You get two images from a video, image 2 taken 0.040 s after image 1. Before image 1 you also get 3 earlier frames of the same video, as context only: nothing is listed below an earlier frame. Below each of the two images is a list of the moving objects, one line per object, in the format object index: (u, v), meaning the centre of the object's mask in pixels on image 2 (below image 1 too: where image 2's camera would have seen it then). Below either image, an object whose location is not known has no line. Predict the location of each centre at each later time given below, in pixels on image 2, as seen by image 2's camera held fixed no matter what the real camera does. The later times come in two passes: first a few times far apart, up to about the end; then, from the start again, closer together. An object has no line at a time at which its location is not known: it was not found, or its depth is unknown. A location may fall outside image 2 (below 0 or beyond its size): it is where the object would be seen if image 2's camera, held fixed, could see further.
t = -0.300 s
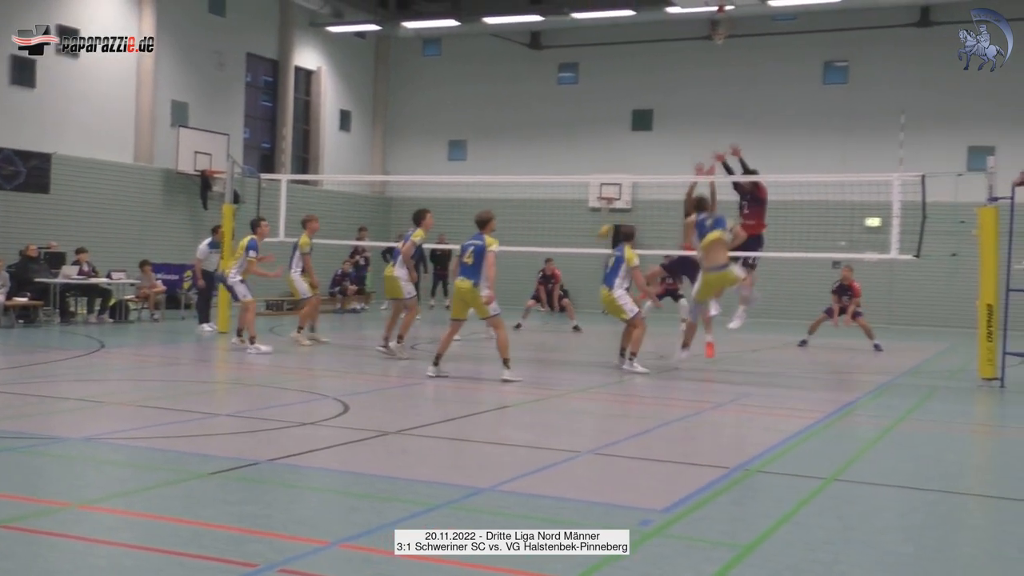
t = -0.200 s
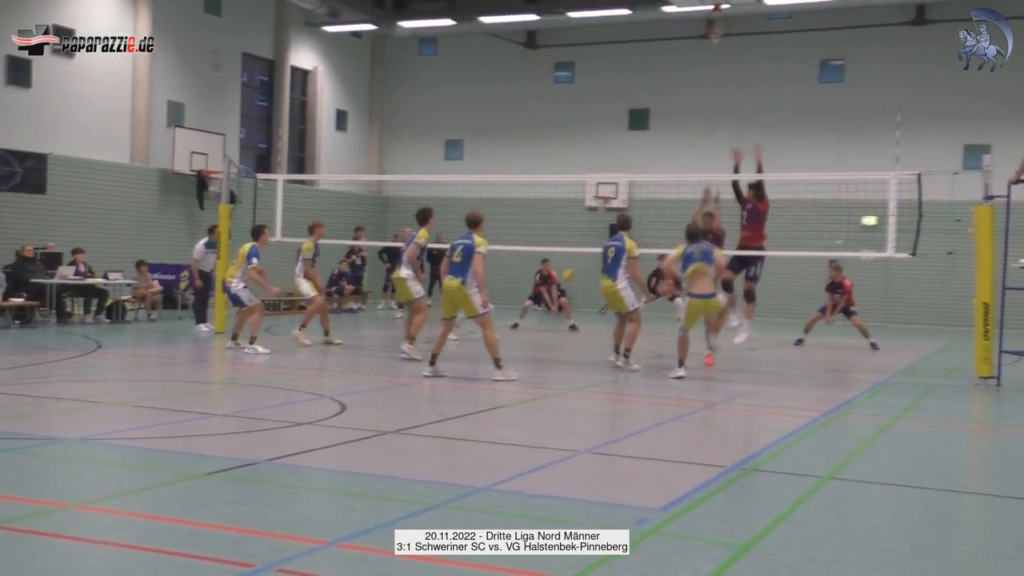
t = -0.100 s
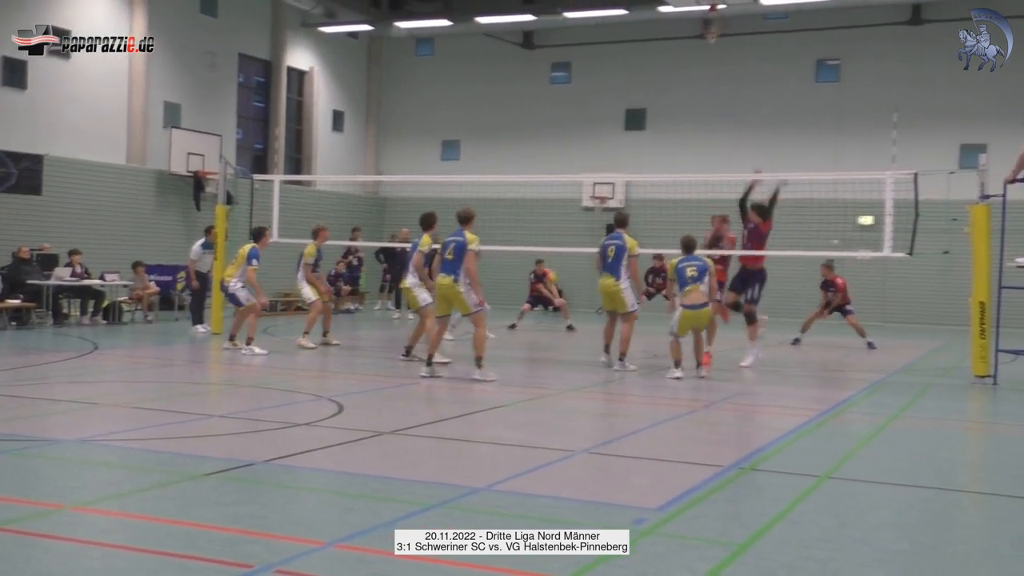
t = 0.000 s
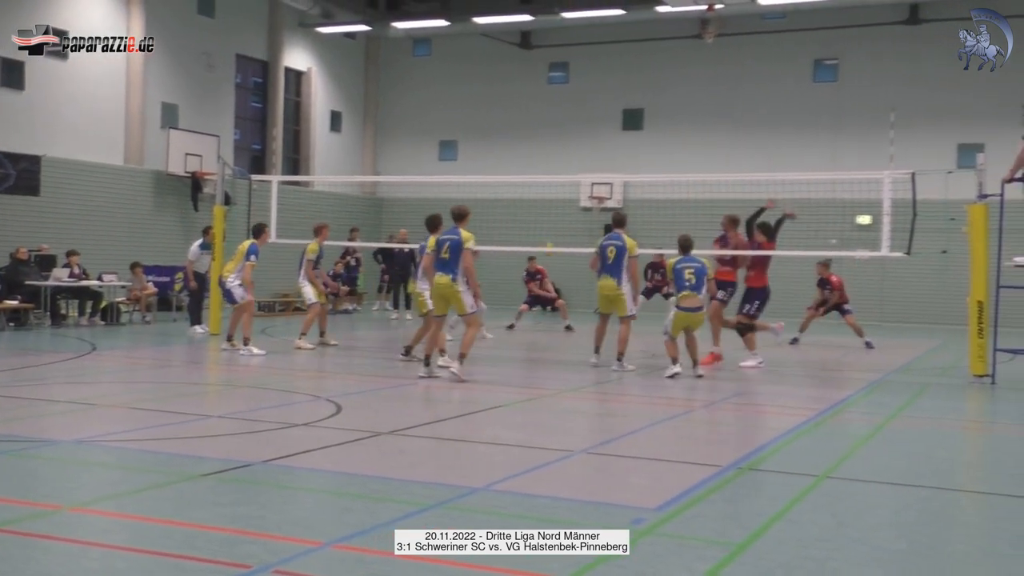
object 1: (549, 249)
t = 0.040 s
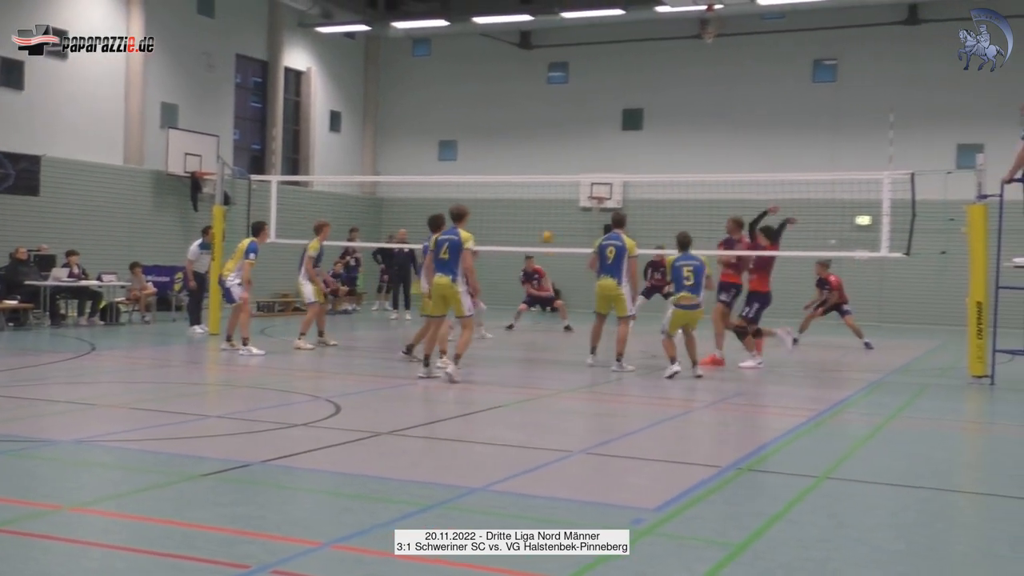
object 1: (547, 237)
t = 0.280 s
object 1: (543, 187)
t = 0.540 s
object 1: (533, 164)
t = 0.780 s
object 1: (519, 186)
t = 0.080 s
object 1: (547, 227)
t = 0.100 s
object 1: (547, 222)
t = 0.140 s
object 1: (545, 213)
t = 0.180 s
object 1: (545, 205)
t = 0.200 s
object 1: (545, 201)
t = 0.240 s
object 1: (544, 193)
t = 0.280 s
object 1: (543, 187)
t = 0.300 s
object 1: (542, 185)
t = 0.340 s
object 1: (542, 177)
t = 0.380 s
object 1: (539, 171)
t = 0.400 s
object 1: (539, 170)
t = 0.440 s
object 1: (537, 168)
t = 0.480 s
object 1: (535, 166)
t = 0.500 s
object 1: (535, 166)
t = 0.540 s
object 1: (533, 164)
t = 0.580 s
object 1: (531, 165)
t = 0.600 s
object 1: (531, 165)
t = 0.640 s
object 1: (528, 167)
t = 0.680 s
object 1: (526, 171)
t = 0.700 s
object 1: (525, 174)
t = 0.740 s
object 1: (522, 179)
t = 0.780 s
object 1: (519, 186)
